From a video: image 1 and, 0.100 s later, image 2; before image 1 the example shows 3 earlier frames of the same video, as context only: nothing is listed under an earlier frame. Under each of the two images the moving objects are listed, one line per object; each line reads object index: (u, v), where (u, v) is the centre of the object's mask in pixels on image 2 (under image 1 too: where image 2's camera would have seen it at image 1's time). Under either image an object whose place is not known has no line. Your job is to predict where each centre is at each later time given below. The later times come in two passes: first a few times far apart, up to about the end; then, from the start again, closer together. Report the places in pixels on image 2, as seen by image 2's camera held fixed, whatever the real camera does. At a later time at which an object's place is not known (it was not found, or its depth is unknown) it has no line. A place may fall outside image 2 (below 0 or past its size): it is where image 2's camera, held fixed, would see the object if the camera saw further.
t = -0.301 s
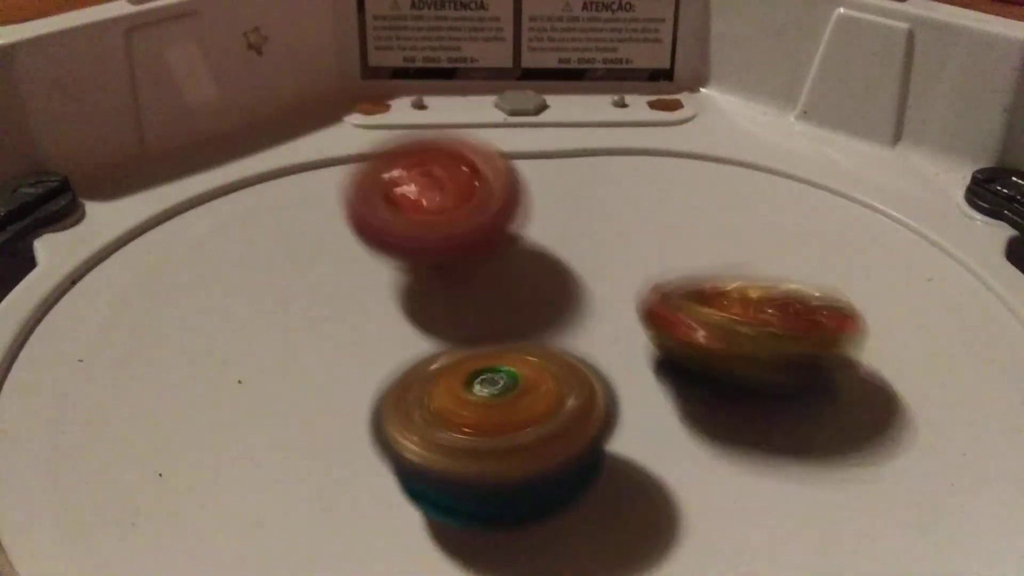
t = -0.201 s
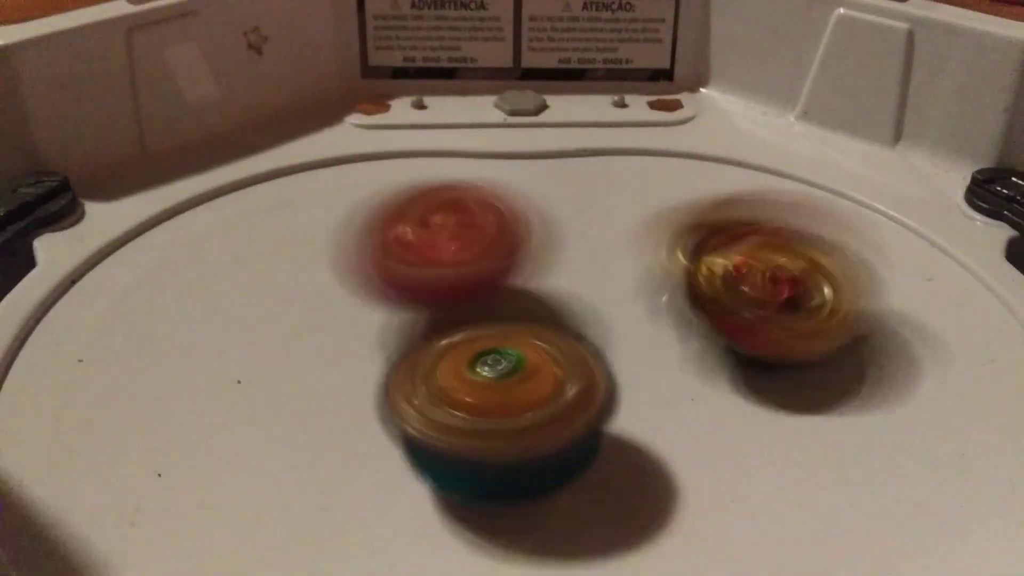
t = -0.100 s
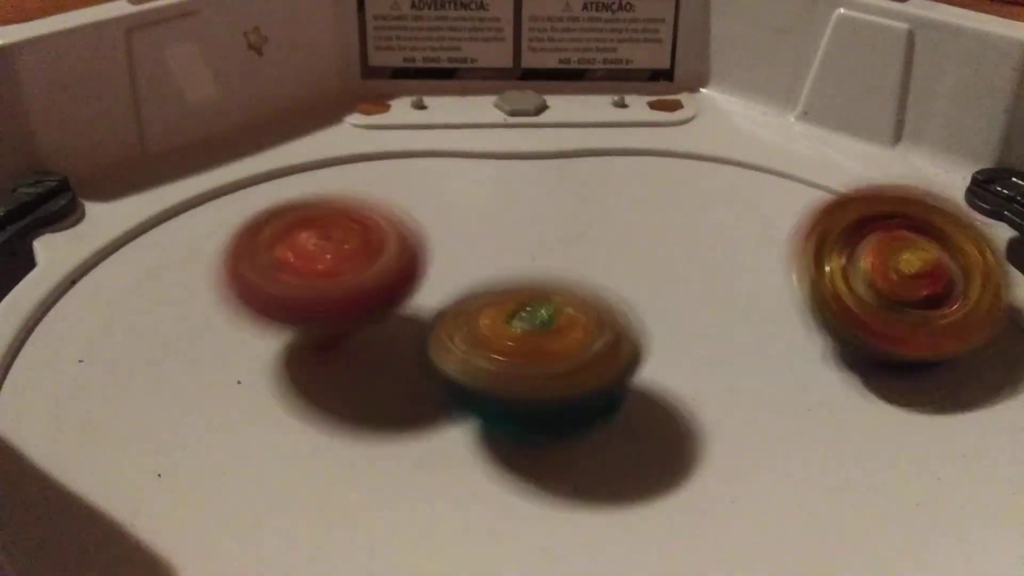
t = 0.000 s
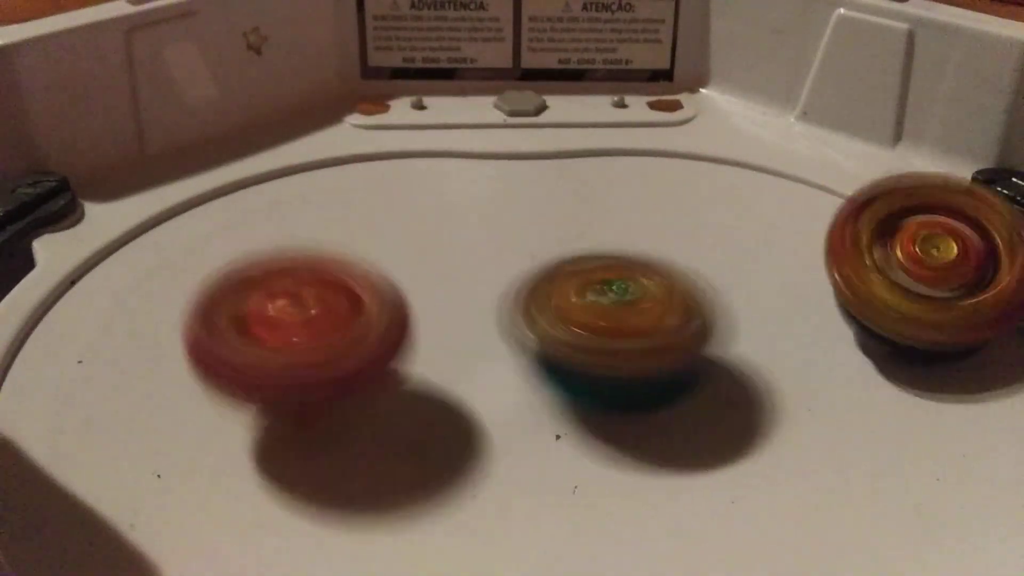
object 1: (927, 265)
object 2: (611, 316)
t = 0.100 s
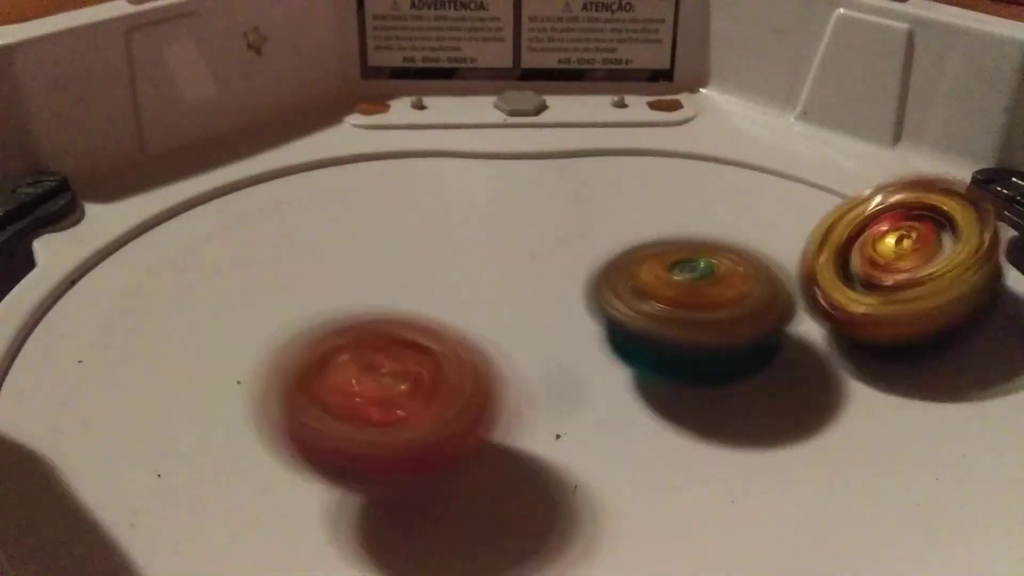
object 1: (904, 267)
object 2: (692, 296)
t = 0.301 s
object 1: (924, 267)
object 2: (613, 235)
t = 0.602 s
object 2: (248, 136)
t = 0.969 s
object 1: (784, 307)
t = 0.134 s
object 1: (902, 260)
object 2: (701, 290)
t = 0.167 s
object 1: (914, 251)
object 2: (684, 270)
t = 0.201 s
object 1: (929, 248)
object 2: (659, 267)
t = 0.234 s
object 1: (934, 259)
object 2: (647, 243)
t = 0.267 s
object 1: (932, 263)
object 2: (618, 236)
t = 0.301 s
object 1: (924, 267)
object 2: (613, 235)
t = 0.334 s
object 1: (898, 274)
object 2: (606, 243)
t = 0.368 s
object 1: (878, 274)
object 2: (570, 240)
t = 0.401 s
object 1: (862, 278)
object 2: (509, 169)
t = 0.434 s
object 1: (857, 285)
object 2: (461, 129)
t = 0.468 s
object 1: (847, 296)
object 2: (422, 73)
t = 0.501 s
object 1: (835, 311)
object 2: (383, 52)
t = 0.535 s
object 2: (327, 47)
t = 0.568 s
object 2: (294, 76)
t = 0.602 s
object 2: (248, 136)
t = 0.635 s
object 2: (215, 239)
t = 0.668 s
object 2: (206, 283)
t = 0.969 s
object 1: (784, 307)
